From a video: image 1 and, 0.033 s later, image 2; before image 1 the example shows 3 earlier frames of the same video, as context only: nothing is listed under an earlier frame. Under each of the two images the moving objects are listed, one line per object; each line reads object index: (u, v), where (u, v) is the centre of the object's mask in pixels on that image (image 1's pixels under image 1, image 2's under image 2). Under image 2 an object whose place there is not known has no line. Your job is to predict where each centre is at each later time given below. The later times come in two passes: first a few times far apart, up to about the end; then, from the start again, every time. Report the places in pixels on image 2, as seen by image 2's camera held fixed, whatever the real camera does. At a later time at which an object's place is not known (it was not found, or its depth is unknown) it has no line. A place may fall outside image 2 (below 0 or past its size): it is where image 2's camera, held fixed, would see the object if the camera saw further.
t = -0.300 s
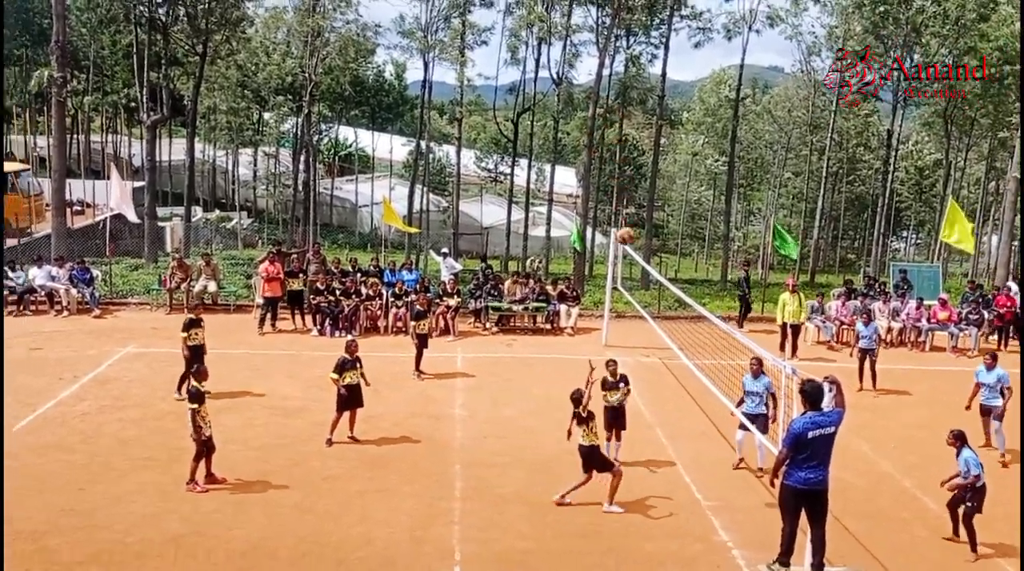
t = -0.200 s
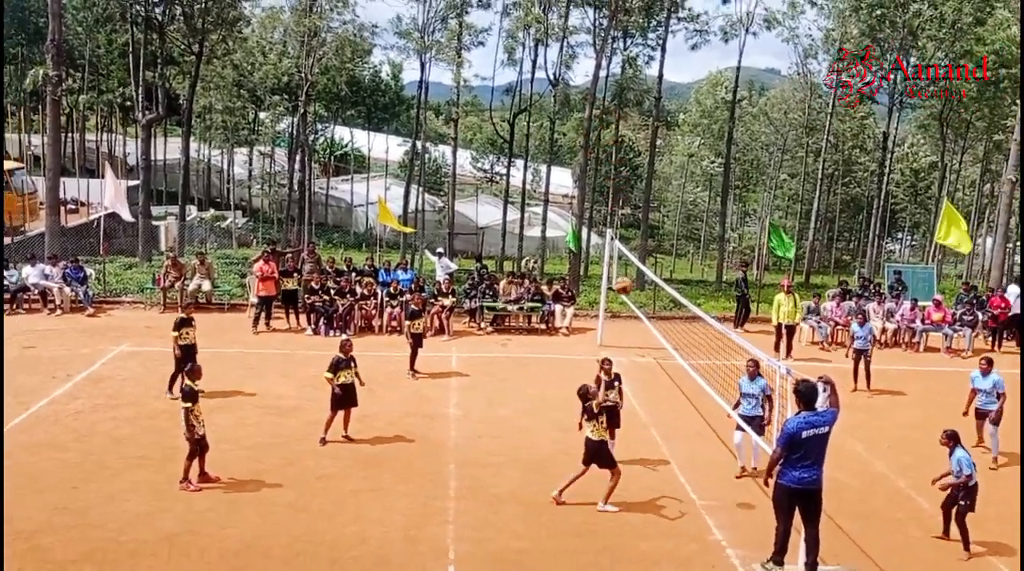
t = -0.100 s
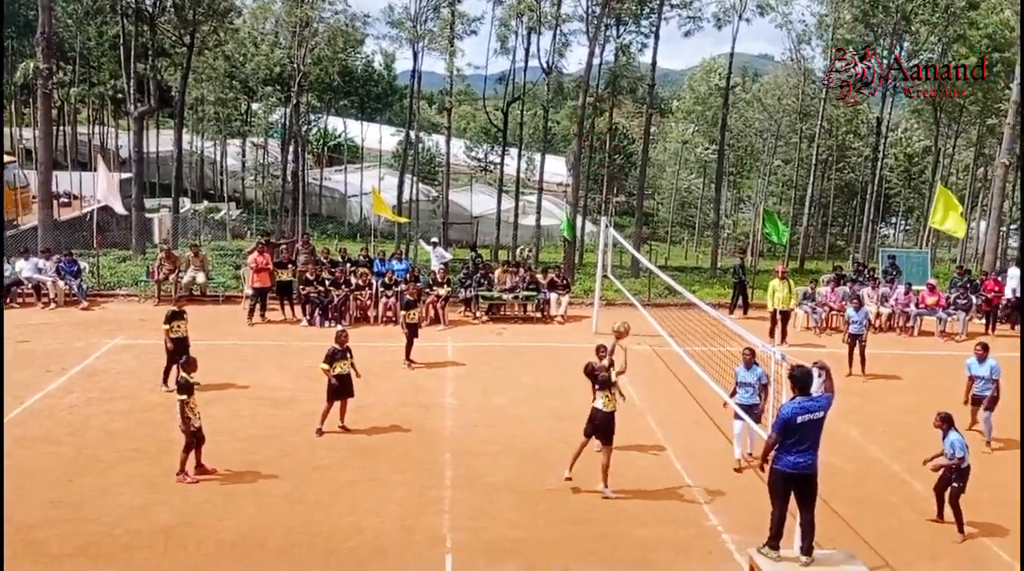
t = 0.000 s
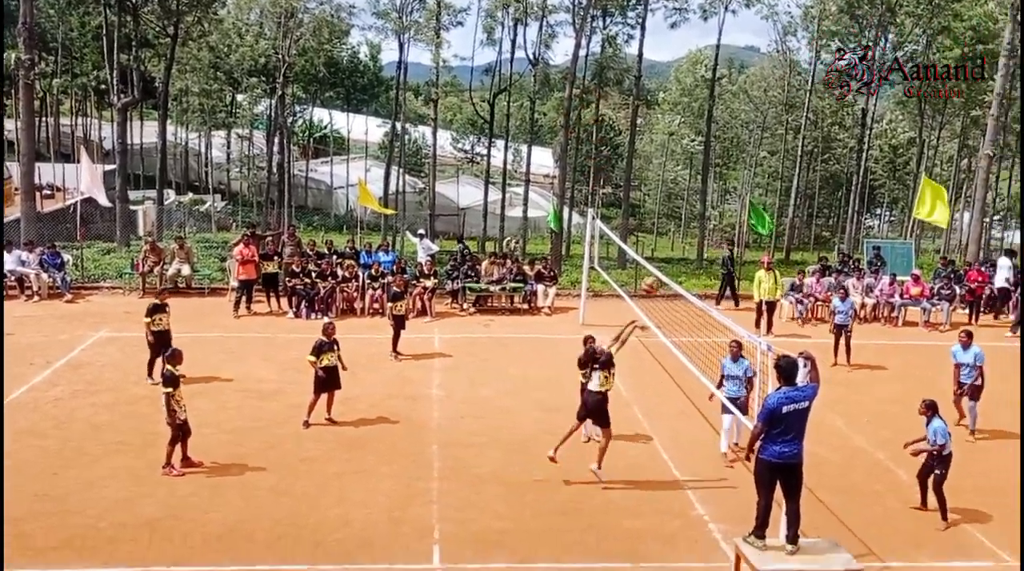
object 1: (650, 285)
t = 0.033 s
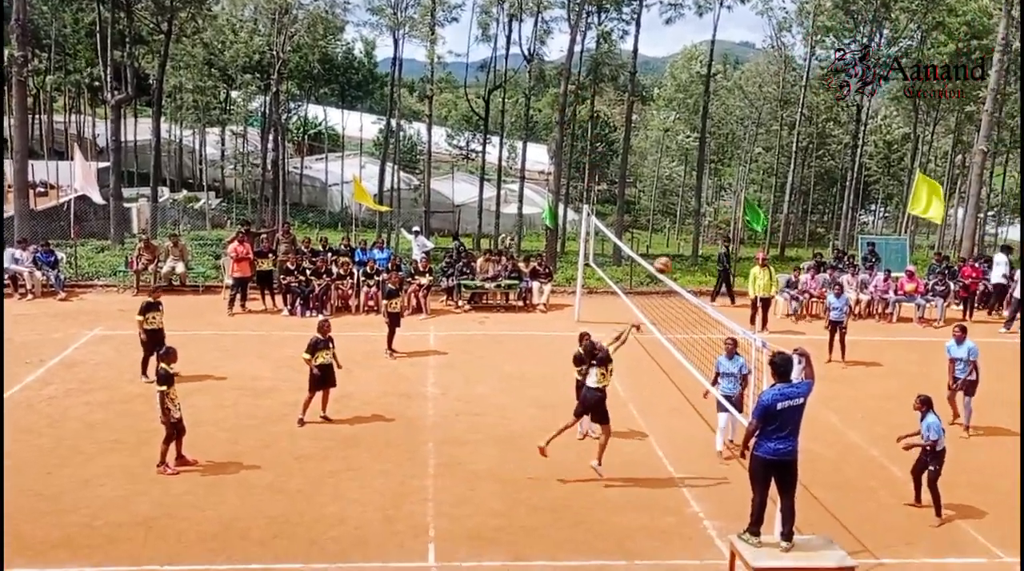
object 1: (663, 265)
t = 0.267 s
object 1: (782, 177)
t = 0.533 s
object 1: (910, 136)
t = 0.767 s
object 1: (1010, 149)
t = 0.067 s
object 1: (679, 250)
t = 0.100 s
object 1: (698, 235)
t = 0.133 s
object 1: (716, 222)
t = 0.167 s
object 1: (732, 210)
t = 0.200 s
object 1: (749, 198)
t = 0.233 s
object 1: (765, 187)
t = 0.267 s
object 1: (782, 177)
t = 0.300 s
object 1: (799, 169)
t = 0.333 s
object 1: (815, 162)
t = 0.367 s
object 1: (831, 155)
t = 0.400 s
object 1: (847, 150)
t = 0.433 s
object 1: (863, 145)
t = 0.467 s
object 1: (879, 141)
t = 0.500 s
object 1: (895, 138)
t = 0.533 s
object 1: (910, 136)
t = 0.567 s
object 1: (925, 135)
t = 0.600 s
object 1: (941, 135)
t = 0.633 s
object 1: (955, 136)
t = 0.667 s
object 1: (968, 137)
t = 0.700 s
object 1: (983, 141)
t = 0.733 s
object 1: (996, 145)
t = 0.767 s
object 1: (1010, 149)
